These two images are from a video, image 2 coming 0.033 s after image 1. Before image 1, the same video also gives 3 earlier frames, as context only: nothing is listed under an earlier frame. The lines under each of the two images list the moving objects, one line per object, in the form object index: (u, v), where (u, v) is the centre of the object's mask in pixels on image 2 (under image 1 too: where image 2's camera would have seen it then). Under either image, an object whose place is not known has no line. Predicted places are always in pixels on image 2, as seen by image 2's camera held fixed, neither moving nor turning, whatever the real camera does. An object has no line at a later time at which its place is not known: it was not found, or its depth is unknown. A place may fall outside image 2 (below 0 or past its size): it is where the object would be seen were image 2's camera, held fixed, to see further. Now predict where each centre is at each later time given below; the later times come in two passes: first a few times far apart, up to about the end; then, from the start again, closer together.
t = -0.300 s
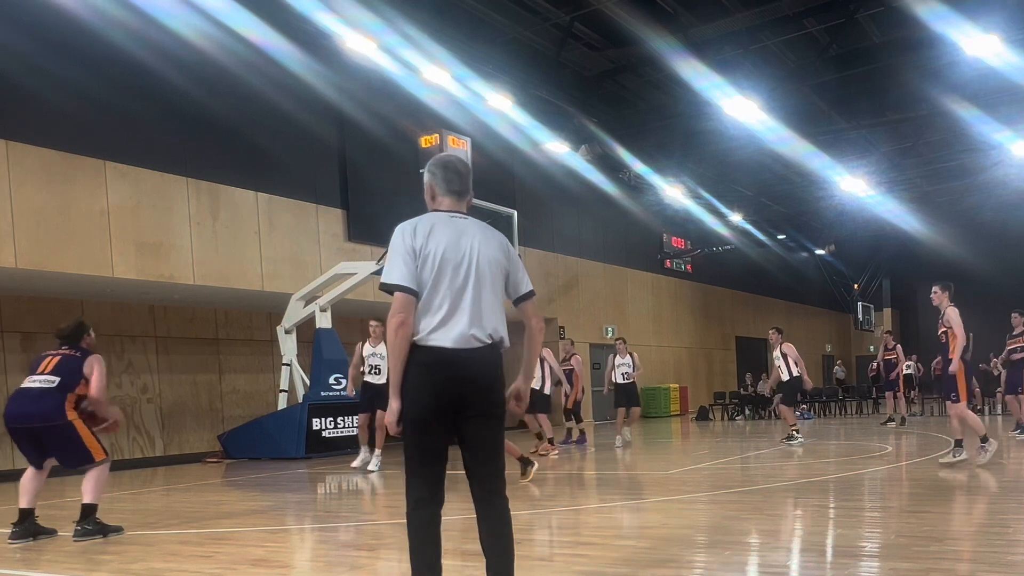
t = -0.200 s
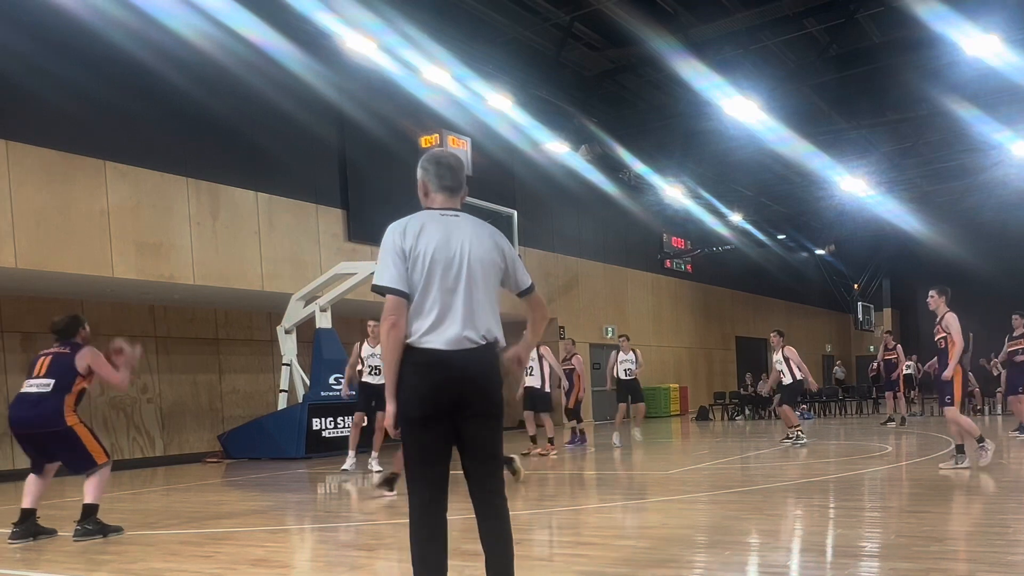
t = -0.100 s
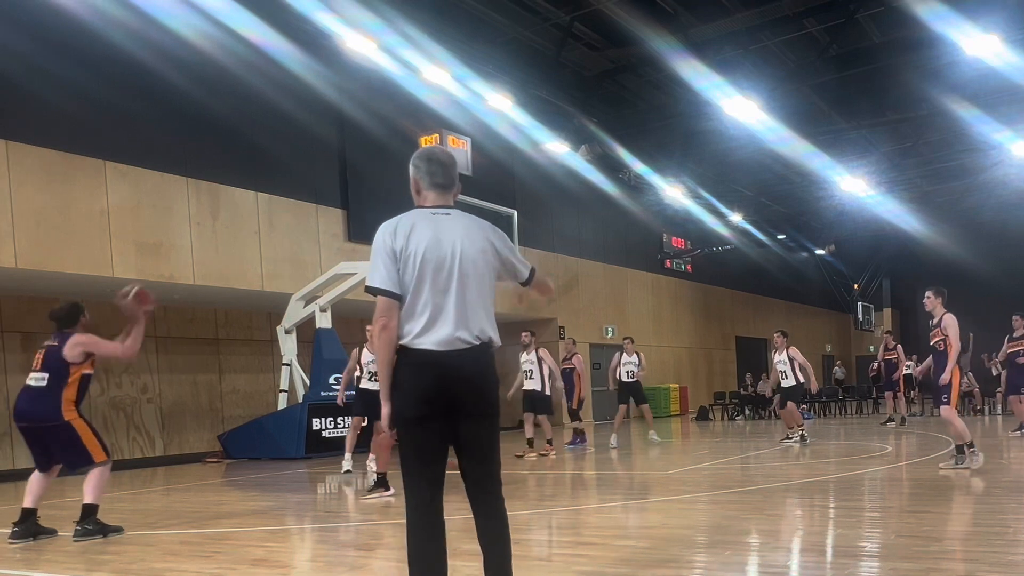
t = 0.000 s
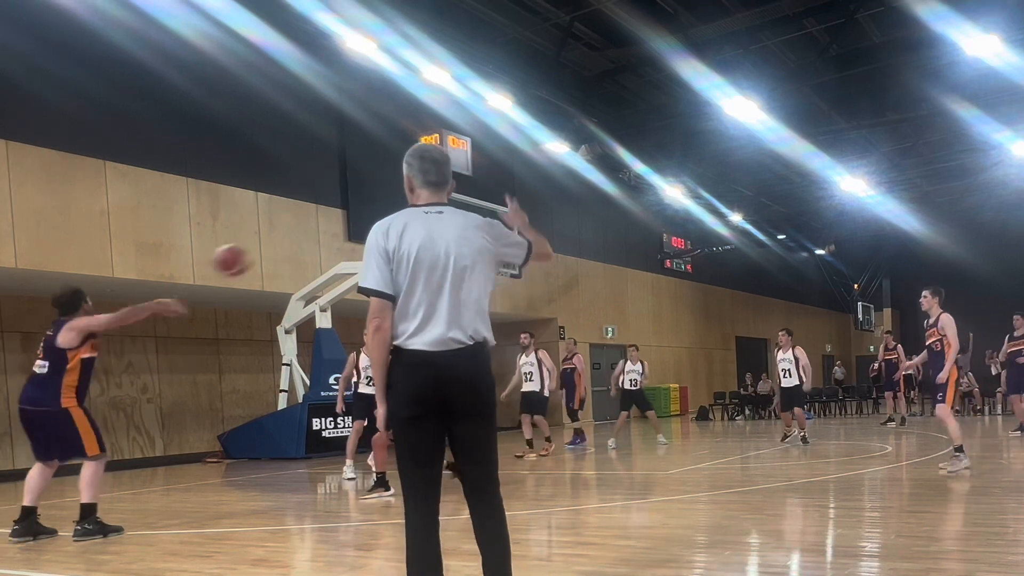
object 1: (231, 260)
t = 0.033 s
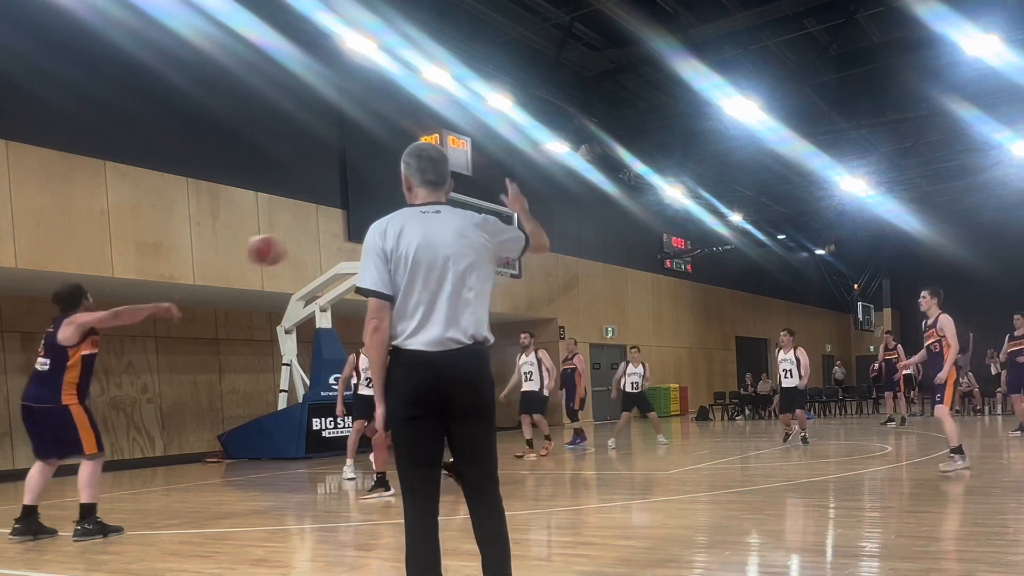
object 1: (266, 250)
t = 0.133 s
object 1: (357, 224)
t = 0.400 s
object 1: (617, 235)
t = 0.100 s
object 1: (332, 235)
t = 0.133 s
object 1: (357, 224)
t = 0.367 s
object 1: (587, 228)
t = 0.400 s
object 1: (617, 235)
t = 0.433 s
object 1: (646, 242)
